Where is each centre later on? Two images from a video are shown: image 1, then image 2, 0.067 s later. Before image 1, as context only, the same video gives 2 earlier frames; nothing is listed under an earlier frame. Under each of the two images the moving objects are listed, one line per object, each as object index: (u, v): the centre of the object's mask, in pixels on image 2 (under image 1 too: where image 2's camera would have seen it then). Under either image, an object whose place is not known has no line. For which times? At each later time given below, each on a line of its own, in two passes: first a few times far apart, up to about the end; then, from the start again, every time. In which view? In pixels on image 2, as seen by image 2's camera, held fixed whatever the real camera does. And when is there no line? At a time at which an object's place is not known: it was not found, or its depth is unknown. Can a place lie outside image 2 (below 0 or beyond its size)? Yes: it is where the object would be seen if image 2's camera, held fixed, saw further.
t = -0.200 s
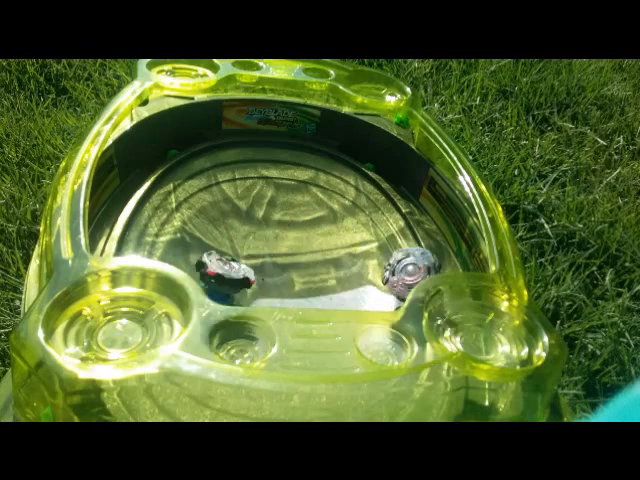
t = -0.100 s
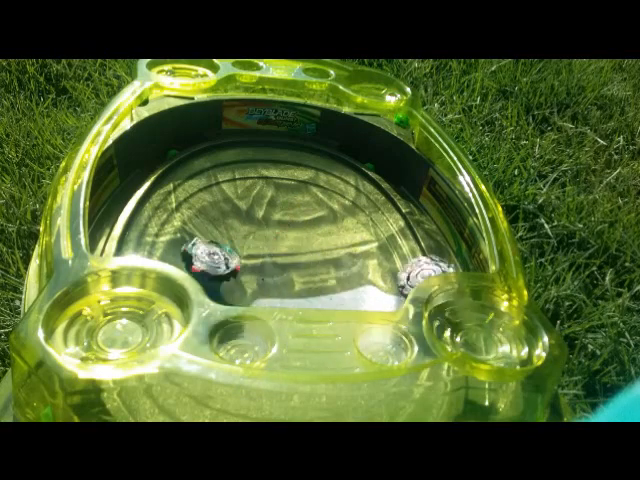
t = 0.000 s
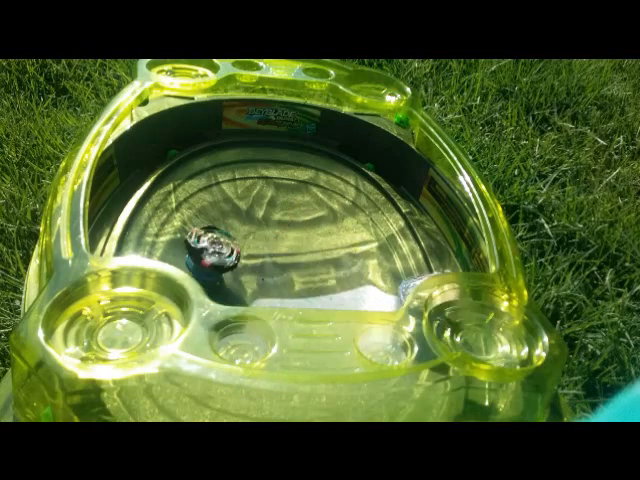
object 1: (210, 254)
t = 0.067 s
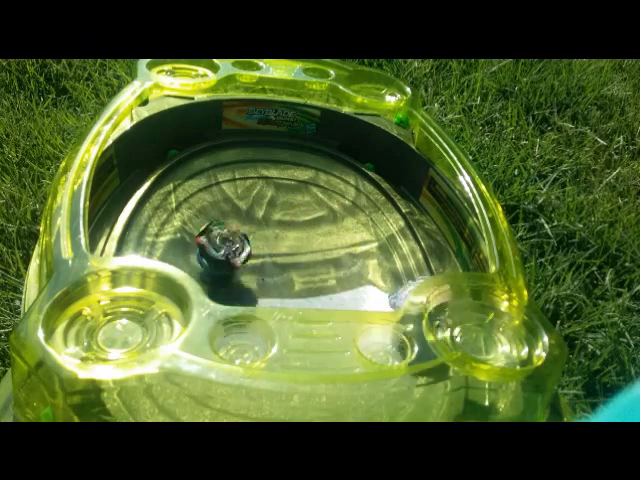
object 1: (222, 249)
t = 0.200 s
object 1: (257, 245)
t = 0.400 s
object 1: (313, 246)
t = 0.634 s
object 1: (351, 250)
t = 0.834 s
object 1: (346, 263)
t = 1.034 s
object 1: (327, 274)
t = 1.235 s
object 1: (274, 287)
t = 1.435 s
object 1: (267, 295)
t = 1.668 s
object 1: (287, 297)
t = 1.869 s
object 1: (289, 292)
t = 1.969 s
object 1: (270, 287)
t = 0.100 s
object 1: (229, 247)
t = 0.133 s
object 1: (237, 248)
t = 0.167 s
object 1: (247, 247)
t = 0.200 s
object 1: (257, 245)
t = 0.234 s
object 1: (267, 248)
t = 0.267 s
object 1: (278, 249)
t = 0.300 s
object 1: (288, 250)
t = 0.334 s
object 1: (298, 253)
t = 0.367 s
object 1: (306, 251)
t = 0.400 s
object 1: (313, 246)
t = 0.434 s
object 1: (324, 244)
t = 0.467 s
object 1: (331, 244)
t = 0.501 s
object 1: (339, 248)
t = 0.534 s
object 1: (342, 247)
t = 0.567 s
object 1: (344, 249)
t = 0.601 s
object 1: (348, 249)
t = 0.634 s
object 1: (351, 250)
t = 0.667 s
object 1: (351, 253)
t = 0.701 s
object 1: (350, 255)
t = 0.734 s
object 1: (351, 258)
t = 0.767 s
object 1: (352, 260)
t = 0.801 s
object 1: (349, 261)
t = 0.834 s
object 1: (346, 263)
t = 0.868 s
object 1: (346, 265)
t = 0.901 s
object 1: (345, 266)
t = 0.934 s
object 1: (341, 267)
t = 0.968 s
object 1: (337, 269)
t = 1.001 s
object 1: (332, 271)
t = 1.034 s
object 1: (327, 274)
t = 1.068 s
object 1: (317, 276)
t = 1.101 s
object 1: (308, 278)
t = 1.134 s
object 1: (299, 279)
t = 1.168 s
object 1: (288, 282)
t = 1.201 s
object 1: (281, 284)
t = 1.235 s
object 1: (274, 287)
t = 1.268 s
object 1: (268, 289)
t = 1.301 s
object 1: (264, 291)
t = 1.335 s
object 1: (262, 292)
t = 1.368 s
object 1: (263, 293)
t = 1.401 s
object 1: (264, 294)
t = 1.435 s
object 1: (267, 295)
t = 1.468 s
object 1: (270, 295)
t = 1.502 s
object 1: (272, 296)
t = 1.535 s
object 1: (276, 296)
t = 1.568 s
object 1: (278, 297)
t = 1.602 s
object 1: (281, 296)
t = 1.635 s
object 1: (283, 297)
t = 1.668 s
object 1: (287, 297)
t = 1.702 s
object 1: (289, 296)
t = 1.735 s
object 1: (292, 295)
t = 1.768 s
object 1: (295, 295)
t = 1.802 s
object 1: (295, 294)
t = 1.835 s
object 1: (294, 293)
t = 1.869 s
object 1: (289, 292)
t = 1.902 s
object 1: (283, 290)
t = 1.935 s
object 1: (276, 288)
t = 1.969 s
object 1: (270, 287)
